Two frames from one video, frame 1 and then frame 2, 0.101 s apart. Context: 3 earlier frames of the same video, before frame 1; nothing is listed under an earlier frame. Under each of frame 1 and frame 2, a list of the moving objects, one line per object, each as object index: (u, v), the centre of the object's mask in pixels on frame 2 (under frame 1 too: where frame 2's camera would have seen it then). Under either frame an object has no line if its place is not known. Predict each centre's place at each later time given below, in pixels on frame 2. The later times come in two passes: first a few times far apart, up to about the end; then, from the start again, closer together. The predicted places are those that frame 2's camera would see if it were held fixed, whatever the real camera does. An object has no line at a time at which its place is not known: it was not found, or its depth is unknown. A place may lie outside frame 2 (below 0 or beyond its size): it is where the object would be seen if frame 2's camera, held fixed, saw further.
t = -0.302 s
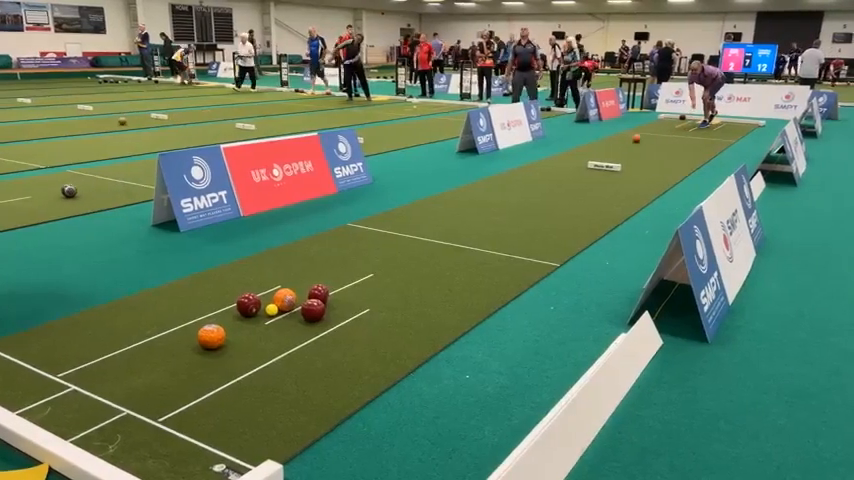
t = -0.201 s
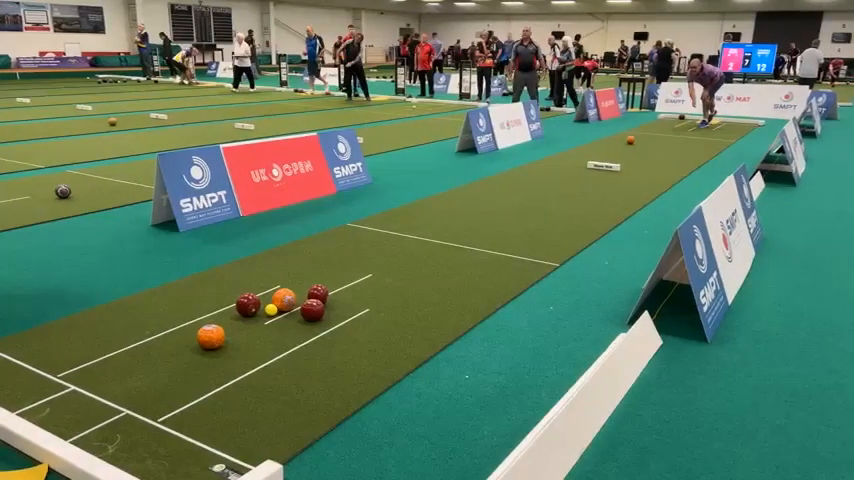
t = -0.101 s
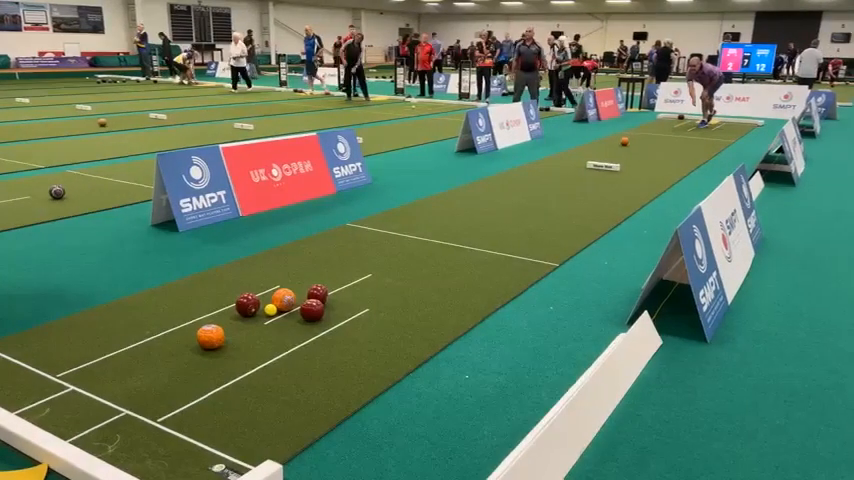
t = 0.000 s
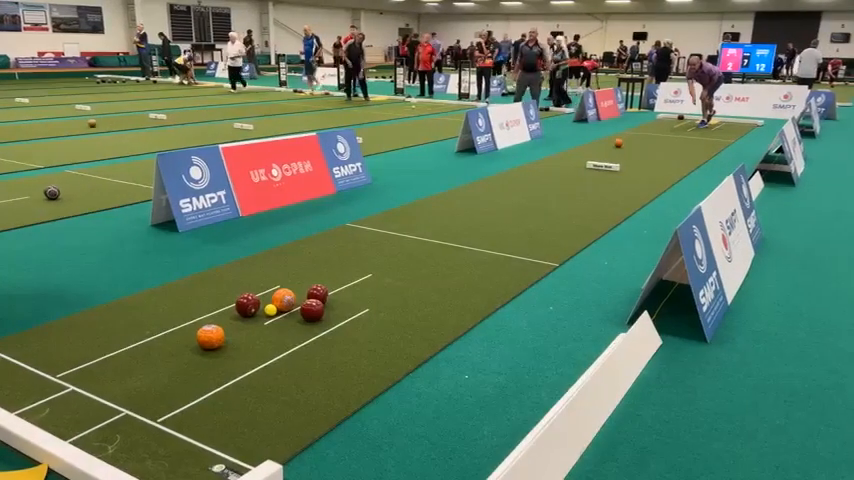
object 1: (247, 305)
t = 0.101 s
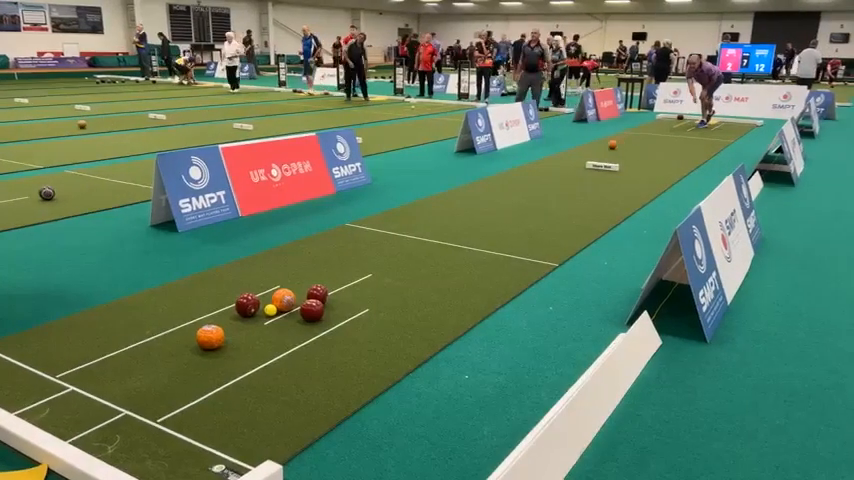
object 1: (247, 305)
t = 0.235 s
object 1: (247, 305)
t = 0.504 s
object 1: (247, 305)
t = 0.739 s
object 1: (247, 305)
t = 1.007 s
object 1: (247, 305)
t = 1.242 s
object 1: (247, 305)
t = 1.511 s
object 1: (247, 305)
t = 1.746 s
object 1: (247, 305)
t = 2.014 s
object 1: (247, 305)
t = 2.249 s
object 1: (247, 305)
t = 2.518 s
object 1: (247, 305)
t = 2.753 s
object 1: (247, 305)
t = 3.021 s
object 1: (247, 305)
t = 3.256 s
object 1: (247, 305)
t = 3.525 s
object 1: (247, 305)
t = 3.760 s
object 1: (247, 305)
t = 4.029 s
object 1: (247, 305)
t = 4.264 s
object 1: (247, 305)
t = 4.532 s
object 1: (247, 305)
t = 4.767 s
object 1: (247, 305)
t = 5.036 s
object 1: (247, 305)
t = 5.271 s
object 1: (246, 306)
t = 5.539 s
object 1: (236, 313)
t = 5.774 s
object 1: (233, 318)
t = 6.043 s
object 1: (234, 321)
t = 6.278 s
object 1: (236, 323)
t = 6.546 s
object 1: (237, 323)
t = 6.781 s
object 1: (237, 324)
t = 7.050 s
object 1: (237, 324)
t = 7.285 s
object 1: (237, 324)
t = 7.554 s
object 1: (237, 324)
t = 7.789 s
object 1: (237, 324)
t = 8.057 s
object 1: (237, 324)
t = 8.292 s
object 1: (237, 324)
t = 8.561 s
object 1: (238, 324)
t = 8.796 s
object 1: (237, 324)
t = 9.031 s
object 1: (237, 324)
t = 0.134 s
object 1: (247, 305)
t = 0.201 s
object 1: (247, 305)
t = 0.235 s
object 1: (247, 305)
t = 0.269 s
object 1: (247, 305)
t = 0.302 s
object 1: (247, 304)
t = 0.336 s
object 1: (247, 305)
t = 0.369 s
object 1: (247, 305)
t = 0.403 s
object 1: (247, 305)
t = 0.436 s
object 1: (247, 305)
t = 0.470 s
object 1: (247, 305)
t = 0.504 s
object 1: (247, 305)
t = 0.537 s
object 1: (247, 305)
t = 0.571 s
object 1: (247, 305)
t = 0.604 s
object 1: (247, 305)
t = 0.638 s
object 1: (247, 305)
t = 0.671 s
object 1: (247, 305)
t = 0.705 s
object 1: (247, 305)
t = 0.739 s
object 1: (247, 305)
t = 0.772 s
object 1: (247, 305)
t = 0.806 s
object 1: (247, 305)
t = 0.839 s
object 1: (247, 305)
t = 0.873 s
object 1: (247, 305)
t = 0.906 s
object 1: (247, 305)
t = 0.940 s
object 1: (247, 305)
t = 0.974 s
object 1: (247, 305)
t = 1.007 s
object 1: (247, 305)
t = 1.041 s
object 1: (247, 305)
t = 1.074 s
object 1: (247, 305)
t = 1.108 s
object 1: (247, 305)
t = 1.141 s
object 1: (247, 305)
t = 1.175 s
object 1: (247, 305)
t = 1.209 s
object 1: (247, 305)
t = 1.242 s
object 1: (247, 305)
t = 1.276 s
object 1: (247, 305)
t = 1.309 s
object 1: (247, 305)
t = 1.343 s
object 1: (247, 305)
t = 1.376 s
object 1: (247, 305)
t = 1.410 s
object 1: (247, 305)
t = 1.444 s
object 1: (247, 305)
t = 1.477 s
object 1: (247, 305)
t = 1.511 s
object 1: (247, 305)
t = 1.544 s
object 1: (247, 305)
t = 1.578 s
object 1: (247, 305)
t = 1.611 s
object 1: (247, 305)
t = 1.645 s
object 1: (247, 305)
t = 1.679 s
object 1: (247, 305)
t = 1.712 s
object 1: (247, 305)
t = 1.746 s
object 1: (247, 305)
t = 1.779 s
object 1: (247, 305)
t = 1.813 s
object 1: (247, 305)
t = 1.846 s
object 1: (247, 305)
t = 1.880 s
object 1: (247, 305)
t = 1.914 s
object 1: (247, 305)
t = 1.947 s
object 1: (247, 305)
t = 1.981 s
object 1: (247, 305)
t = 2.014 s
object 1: (247, 305)
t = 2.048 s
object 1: (247, 305)
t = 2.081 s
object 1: (247, 305)
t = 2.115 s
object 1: (247, 305)
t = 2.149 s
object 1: (247, 305)
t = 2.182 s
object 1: (247, 305)
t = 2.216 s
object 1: (247, 305)
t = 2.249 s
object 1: (247, 305)
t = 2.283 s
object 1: (247, 305)
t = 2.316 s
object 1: (247, 305)
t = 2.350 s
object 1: (247, 305)
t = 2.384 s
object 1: (247, 305)
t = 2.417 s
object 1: (247, 305)
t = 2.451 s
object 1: (247, 305)
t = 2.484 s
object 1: (247, 305)
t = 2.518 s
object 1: (247, 305)
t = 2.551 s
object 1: (247, 305)
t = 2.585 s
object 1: (247, 305)
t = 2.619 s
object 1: (247, 305)
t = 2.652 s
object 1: (247, 305)
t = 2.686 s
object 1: (247, 305)
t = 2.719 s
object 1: (247, 305)
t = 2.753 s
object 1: (247, 305)
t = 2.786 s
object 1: (247, 305)
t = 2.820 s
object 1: (247, 305)
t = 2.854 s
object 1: (247, 305)
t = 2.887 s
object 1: (247, 305)
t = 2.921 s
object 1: (247, 305)
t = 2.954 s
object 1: (247, 305)
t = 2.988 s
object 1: (247, 305)
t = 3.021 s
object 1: (247, 305)
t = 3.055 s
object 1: (247, 305)
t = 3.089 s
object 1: (247, 305)
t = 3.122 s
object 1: (247, 305)
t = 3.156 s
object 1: (247, 305)
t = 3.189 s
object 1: (247, 305)
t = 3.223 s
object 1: (247, 305)
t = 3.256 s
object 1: (247, 305)
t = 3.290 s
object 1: (247, 305)
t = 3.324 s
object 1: (247, 305)
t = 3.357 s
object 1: (247, 305)
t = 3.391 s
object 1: (247, 305)
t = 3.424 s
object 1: (247, 305)
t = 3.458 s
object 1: (247, 305)
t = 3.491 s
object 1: (247, 305)
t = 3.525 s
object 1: (247, 305)
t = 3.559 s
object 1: (247, 305)
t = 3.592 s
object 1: (247, 305)
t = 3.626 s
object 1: (247, 305)
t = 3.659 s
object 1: (247, 305)
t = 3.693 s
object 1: (247, 305)
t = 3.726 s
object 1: (247, 305)
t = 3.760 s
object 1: (247, 305)
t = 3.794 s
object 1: (247, 305)
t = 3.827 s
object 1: (247, 305)
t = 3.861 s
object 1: (247, 305)
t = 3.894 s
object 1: (247, 305)
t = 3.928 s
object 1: (247, 305)
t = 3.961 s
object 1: (247, 305)
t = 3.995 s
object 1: (247, 305)
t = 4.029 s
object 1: (247, 305)
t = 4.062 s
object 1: (247, 305)
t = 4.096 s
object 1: (247, 305)
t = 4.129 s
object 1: (247, 305)
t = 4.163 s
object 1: (247, 305)
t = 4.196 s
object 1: (247, 305)
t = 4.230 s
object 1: (247, 305)
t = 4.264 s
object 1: (247, 305)
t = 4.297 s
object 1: (247, 305)
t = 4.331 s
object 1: (247, 305)
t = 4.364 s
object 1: (247, 305)
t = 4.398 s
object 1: (247, 305)
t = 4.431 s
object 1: (247, 305)
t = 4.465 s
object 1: (247, 305)
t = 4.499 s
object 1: (247, 305)
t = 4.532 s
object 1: (247, 305)
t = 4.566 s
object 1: (247, 305)
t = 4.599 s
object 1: (247, 305)
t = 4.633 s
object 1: (247, 305)
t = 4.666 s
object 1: (247, 305)
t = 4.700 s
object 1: (247, 305)
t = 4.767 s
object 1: (247, 305)
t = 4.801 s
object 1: (247, 305)
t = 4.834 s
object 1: (247, 305)
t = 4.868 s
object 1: (247, 305)
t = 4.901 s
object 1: (247, 305)
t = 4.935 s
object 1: (247, 305)
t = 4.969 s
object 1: (247, 305)
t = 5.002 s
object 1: (247, 305)
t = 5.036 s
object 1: (247, 305)
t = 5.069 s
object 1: (247, 305)
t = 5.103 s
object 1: (247, 305)
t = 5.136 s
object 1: (247, 305)
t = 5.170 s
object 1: (247, 305)
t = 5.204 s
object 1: (247, 305)
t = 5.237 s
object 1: (247, 305)
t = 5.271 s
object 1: (246, 306)
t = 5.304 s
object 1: (244, 306)
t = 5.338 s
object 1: (242, 307)
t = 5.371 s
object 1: (241, 308)
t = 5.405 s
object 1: (240, 309)
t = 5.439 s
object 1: (239, 310)
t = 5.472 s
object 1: (237, 311)
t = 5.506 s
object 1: (237, 312)
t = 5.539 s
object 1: (236, 313)
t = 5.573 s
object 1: (235, 314)
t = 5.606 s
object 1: (234, 315)
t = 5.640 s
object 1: (234, 315)
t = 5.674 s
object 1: (234, 316)
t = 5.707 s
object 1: (233, 317)
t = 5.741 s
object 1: (233, 318)
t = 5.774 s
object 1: (233, 318)
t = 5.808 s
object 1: (233, 319)
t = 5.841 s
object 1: (233, 319)
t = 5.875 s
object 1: (234, 319)
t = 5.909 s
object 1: (233, 320)
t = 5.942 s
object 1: (234, 320)
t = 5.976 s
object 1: (234, 320)
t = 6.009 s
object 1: (234, 321)
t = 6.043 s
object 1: (234, 321)
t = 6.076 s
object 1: (234, 321)
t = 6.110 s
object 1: (234, 321)
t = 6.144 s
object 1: (235, 322)
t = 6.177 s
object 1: (234, 322)
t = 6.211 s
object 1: (235, 322)
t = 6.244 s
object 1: (235, 323)
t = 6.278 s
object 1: (236, 323)
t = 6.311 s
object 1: (236, 323)
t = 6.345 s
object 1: (236, 323)
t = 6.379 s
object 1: (236, 324)
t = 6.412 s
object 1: (236, 324)
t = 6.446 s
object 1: (236, 324)
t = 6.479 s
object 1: (237, 324)
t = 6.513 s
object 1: (237, 324)
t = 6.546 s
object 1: (237, 323)
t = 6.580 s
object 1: (237, 323)
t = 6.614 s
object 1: (237, 323)
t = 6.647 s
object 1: (237, 323)
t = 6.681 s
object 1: (238, 324)
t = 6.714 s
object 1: (237, 324)
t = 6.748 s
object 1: (238, 324)
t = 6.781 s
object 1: (237, 324)
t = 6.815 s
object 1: (237, 324)
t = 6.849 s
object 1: (237, 324)
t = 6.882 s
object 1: (237, 324)
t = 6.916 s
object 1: (237, 324)
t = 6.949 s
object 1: (237, 324)
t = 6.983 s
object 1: (237, 324)
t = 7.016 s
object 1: (237, 324)
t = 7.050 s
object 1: (237, 324)
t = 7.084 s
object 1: (237, 324)
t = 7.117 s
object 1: (237, 324)
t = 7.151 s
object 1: (237, 324)
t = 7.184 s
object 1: (237, 324)
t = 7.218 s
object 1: (238, 324)
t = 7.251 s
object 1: (237, 324)
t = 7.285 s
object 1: (237, 324)
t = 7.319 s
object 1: (237, 324)
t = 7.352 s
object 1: (237, 324)
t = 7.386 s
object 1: (237, 324)
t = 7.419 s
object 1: (237, 324)
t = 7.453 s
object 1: (237, 324)
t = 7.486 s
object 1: (237, 324)
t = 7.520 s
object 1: (237, 324)
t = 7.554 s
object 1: (237, 324)
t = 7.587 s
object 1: (237, 324)
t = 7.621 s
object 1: (237, 324)
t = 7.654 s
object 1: (237, 324)
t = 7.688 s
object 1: (237, 324)
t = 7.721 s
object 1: (237, 324)
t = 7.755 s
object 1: (237, 324)
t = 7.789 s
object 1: (237, 324)
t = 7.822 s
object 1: (237, 324)
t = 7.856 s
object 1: (238, 324)
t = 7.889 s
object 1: (237, 324)
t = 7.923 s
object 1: (237, 324)
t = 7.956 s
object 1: (238, 324)
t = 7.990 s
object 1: (237, 324)
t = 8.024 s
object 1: (237, 324)
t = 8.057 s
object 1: (237, 324)
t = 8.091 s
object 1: (237, 324)
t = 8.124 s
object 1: (237, 324)
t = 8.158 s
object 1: (237, 324)
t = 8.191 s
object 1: (237, 324)
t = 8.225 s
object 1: (237, 324)
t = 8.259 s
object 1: (237, 324)
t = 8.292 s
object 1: (237, 324)
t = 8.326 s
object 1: (237, 324)
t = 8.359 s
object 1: (237, 324)
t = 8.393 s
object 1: (237, 324)
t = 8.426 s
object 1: (237, 324)
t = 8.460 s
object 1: (237, 324)
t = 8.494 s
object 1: (237, 324)
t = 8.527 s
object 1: (237, 324)
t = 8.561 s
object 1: (238, 324)
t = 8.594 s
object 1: (237, 324)
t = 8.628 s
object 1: (237, 324)
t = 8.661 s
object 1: (237, 324)
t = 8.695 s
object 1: (237, 324)
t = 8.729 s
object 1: (237, 324)
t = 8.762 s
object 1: (237, 324)
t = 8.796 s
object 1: (237, 324)
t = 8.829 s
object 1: (237, 324)
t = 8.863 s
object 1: (238, 324)
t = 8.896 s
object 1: (237, 324)
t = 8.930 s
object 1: (238, 324)
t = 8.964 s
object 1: (237, 324)
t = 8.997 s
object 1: (237, 324)
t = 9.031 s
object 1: (237, 324)
